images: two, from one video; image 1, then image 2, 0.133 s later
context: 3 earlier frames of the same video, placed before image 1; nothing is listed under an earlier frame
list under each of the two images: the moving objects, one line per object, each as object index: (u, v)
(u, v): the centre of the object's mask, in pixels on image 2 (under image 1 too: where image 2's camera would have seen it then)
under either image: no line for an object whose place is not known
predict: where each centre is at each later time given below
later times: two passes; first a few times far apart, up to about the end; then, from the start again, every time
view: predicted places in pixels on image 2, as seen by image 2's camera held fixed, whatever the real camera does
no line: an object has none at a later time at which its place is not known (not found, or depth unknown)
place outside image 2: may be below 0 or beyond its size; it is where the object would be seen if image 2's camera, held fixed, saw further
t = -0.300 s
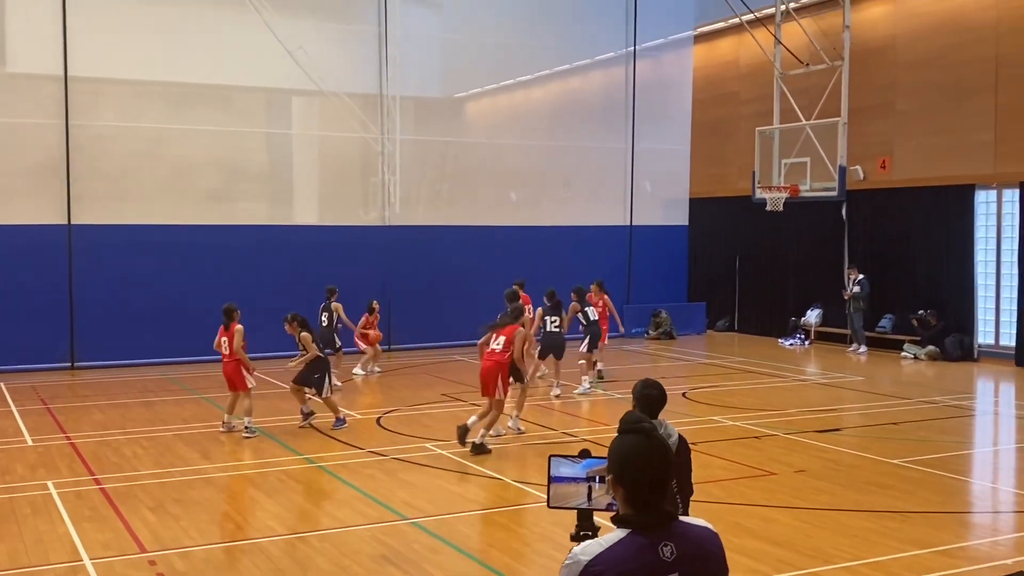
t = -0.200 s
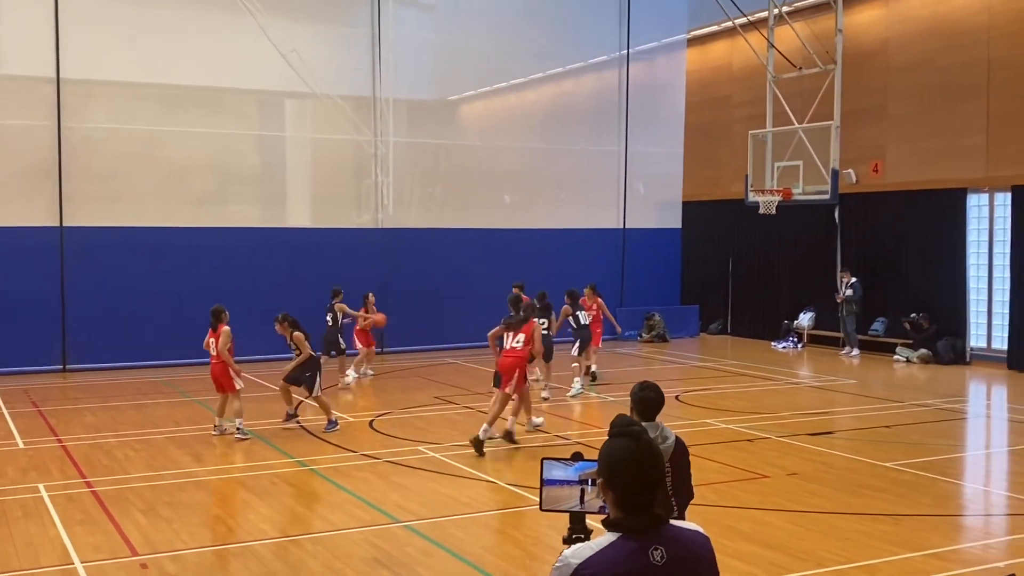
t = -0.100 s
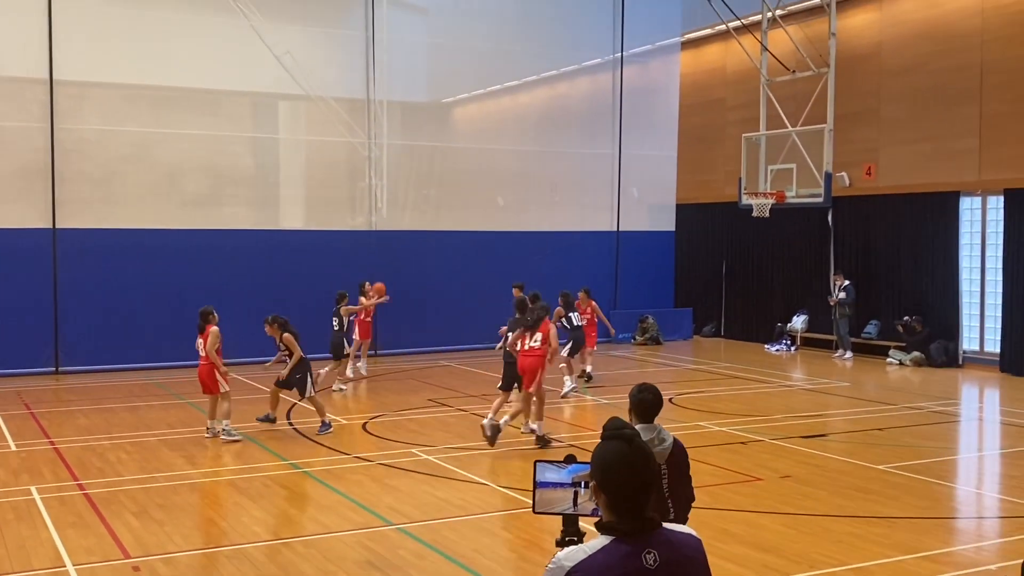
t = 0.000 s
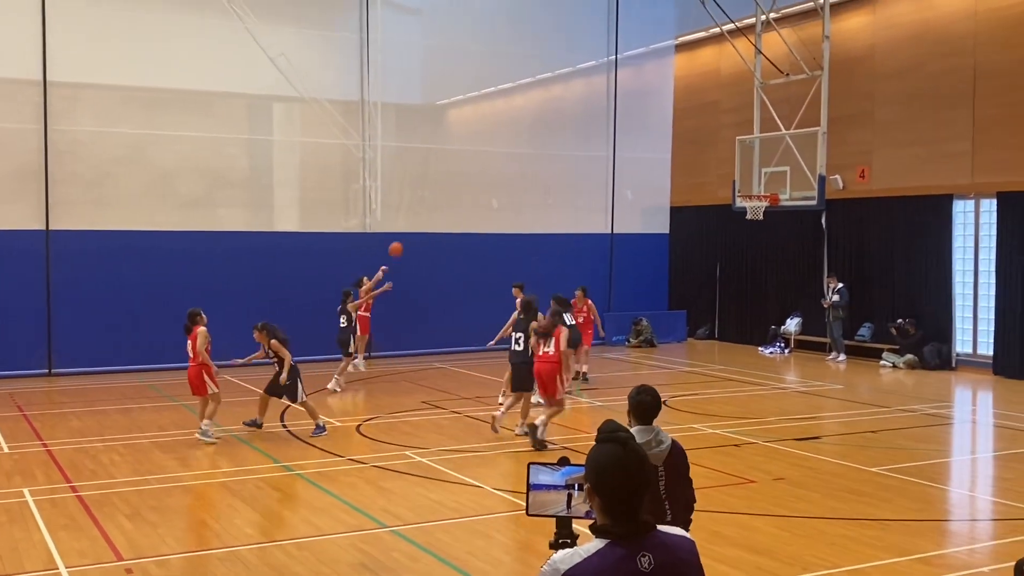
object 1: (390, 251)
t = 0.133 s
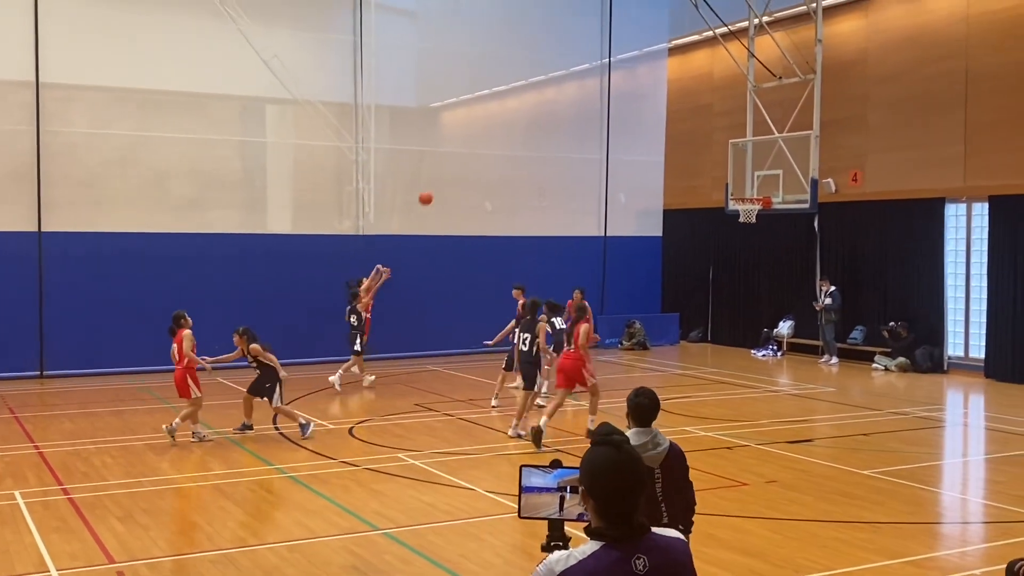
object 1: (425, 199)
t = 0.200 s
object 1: (443, 175)
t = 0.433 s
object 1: (509, 111)
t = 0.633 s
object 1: (567, 80)
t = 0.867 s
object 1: (637, 74)
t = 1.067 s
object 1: (700, 99)
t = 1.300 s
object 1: (775, 160)
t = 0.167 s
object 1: (435, 187)
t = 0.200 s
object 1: (443, 175)
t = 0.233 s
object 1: (453, 164)
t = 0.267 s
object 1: (462, 154)
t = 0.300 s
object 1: (472, 145)
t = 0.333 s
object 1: (481, 135)
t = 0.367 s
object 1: (490, 127)
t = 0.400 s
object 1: (499, 119)
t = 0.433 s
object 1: (509, 111)
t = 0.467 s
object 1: (518, 104)
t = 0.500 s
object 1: (528, 98)
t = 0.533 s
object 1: (537, 93)
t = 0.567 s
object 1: (547, 88)
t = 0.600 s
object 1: (557, 84)
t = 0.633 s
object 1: (567, 80)
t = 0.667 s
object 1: (576, 78)
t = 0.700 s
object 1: (587, 75)
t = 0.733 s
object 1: (596, 74)
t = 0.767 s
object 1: (606, 73)
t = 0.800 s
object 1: (617, 73)
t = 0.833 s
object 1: (627, 73)
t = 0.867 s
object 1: (637, 74)
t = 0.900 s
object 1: (647, 77)
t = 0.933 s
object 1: (657, 79)
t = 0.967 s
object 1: (668, 83)
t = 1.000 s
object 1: (679, 88)
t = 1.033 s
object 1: (689, 93)
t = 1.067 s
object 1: (700, 99)
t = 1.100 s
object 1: (710, 105)
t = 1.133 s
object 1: (720, 112)
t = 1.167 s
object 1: (731, 119)
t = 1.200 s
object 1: (743, 128)
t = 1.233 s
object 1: (754, 139)
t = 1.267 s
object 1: (765, 149)
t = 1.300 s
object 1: (775, 160)
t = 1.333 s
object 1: (786, 172)
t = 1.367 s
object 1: (798, 184)
